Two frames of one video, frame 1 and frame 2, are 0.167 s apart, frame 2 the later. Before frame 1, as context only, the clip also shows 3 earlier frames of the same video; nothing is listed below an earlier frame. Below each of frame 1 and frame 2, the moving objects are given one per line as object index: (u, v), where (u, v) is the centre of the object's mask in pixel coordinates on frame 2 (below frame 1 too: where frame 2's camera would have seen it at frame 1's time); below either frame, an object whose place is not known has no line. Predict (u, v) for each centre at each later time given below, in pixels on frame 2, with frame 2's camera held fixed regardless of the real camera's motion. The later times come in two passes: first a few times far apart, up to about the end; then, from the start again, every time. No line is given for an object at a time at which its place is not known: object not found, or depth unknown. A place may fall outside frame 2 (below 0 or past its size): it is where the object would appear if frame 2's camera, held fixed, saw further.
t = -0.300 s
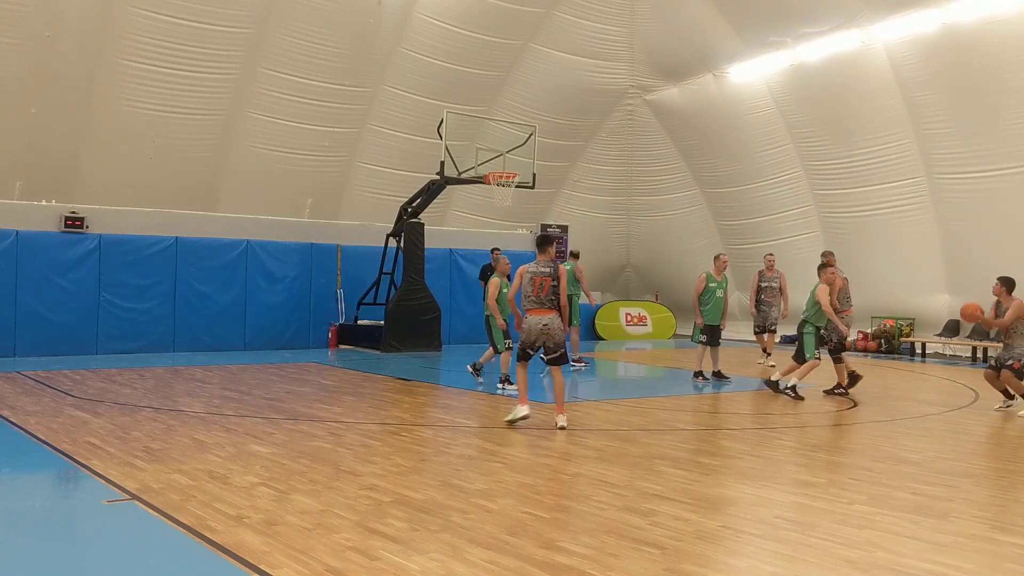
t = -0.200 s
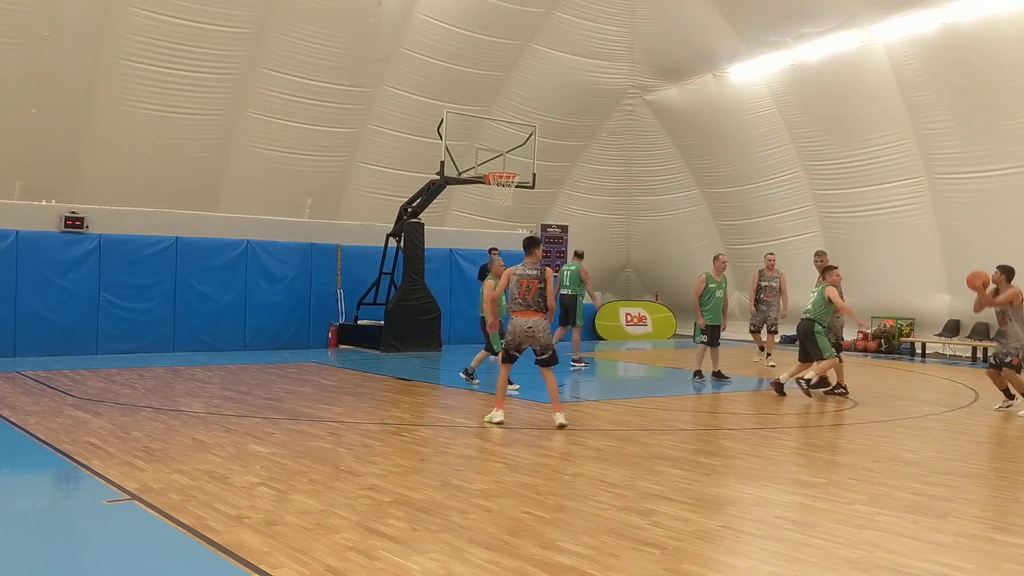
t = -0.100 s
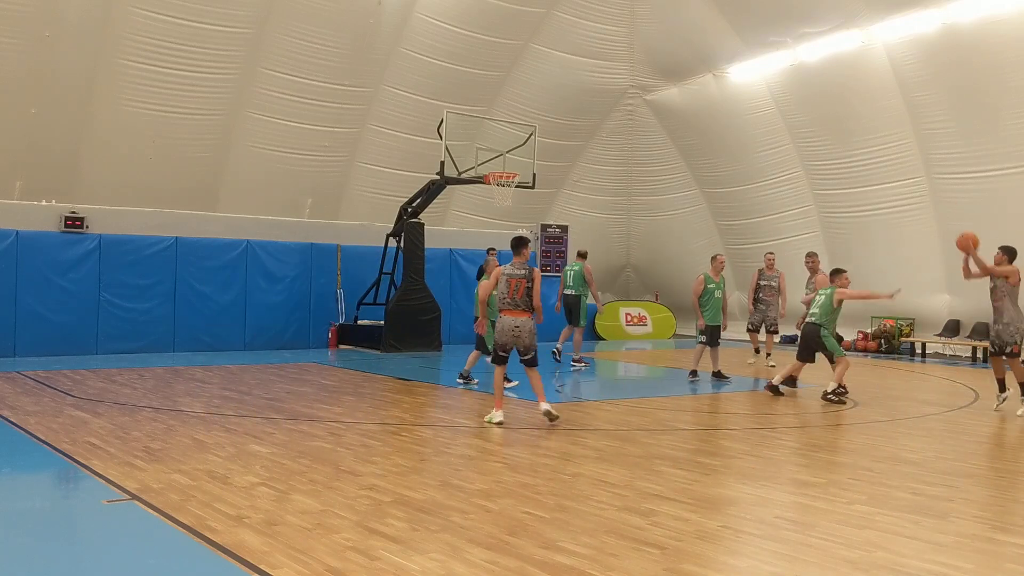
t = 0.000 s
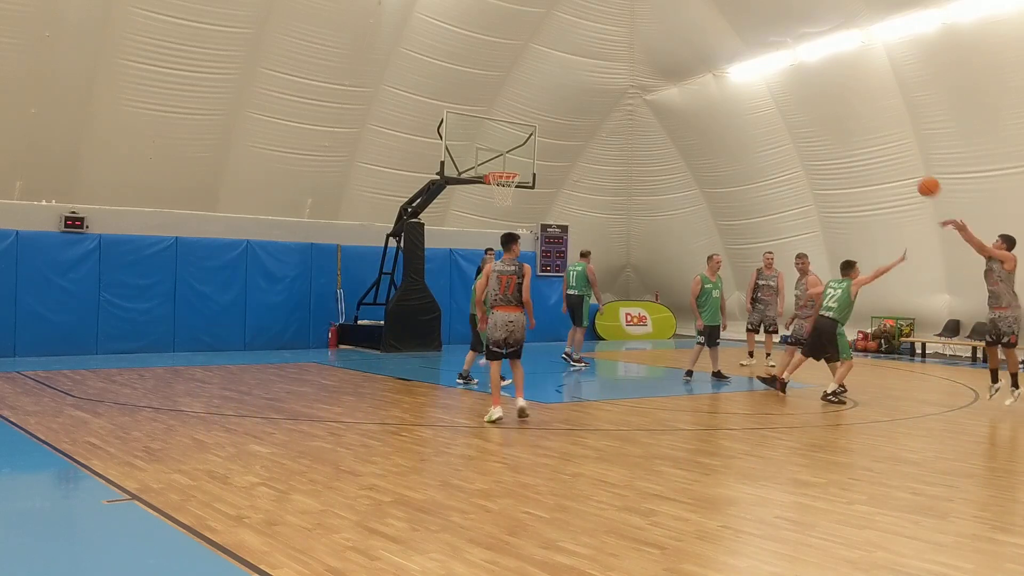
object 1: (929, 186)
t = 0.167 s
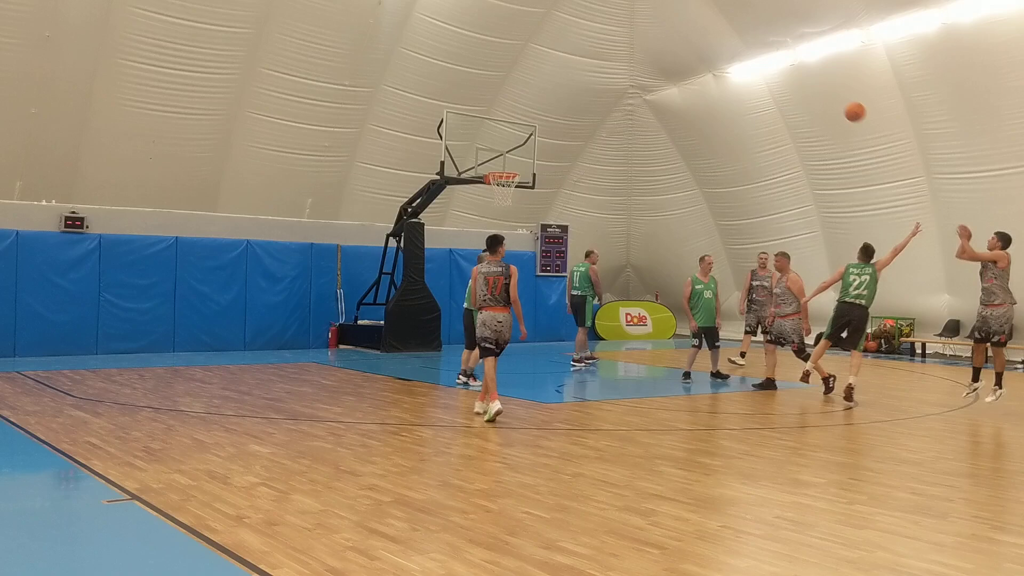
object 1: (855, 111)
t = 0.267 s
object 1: (814, 80)
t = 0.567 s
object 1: (703, 37)
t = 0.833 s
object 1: (616, 55)
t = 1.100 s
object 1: (539, 116)
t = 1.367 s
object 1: (517, 190)
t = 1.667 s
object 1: (525, 187)
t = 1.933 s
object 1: (521, 229)
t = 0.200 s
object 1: (841, 100)
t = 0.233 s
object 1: (827, 90)
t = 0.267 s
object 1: (814, 80)
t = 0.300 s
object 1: (801, 72)
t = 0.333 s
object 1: (788, 65)
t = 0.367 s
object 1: (775, 57)
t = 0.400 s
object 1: (763, 51)
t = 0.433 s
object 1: (750, 47)
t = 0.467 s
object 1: (738, 43)
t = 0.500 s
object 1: (726, 40)
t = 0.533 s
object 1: (715, 38)
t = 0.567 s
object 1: (703, 37)
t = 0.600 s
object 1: (692, 37)
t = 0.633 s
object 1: (680, 37)
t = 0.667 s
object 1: (669, 38)
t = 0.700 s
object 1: (658, 40)
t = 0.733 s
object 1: (648, 43)
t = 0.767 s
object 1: (637, 46)
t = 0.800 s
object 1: (627, 50)
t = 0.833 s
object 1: (616, 55)
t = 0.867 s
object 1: (606, 60)
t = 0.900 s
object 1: (596, 67)
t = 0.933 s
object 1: (586, 73)
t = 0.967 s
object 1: (577, 81)
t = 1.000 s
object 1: (567, 88)
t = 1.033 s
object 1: (557, 97)
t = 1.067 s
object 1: (548, 106)
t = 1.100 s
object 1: (539, 116)
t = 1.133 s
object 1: (530, 126)
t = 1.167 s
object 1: (521, 137)
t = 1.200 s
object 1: (512, 148)
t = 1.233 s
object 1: (504, 161)
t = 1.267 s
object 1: (496, 169)
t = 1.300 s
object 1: (504, 180)
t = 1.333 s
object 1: (511, 188)
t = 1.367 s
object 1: (517, 190)
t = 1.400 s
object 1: (521, 188)
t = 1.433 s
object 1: (523, 185)
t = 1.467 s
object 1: (523, 183)
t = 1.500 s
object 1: (525, 182)
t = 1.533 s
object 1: (526, 182)
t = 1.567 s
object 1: (526, 182)
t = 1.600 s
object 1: (525, 182)
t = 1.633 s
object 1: (525, 184)
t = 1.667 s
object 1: (525, 187)
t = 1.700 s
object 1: (525, 190)
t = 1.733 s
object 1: (524, 193)
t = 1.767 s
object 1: (524, 197)
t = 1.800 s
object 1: (523, 202)
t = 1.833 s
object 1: (523, 208)
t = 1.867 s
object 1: (522, 214)
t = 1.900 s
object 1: (522, 221)
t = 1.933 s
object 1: (521, 229)
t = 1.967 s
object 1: (521, 238)
